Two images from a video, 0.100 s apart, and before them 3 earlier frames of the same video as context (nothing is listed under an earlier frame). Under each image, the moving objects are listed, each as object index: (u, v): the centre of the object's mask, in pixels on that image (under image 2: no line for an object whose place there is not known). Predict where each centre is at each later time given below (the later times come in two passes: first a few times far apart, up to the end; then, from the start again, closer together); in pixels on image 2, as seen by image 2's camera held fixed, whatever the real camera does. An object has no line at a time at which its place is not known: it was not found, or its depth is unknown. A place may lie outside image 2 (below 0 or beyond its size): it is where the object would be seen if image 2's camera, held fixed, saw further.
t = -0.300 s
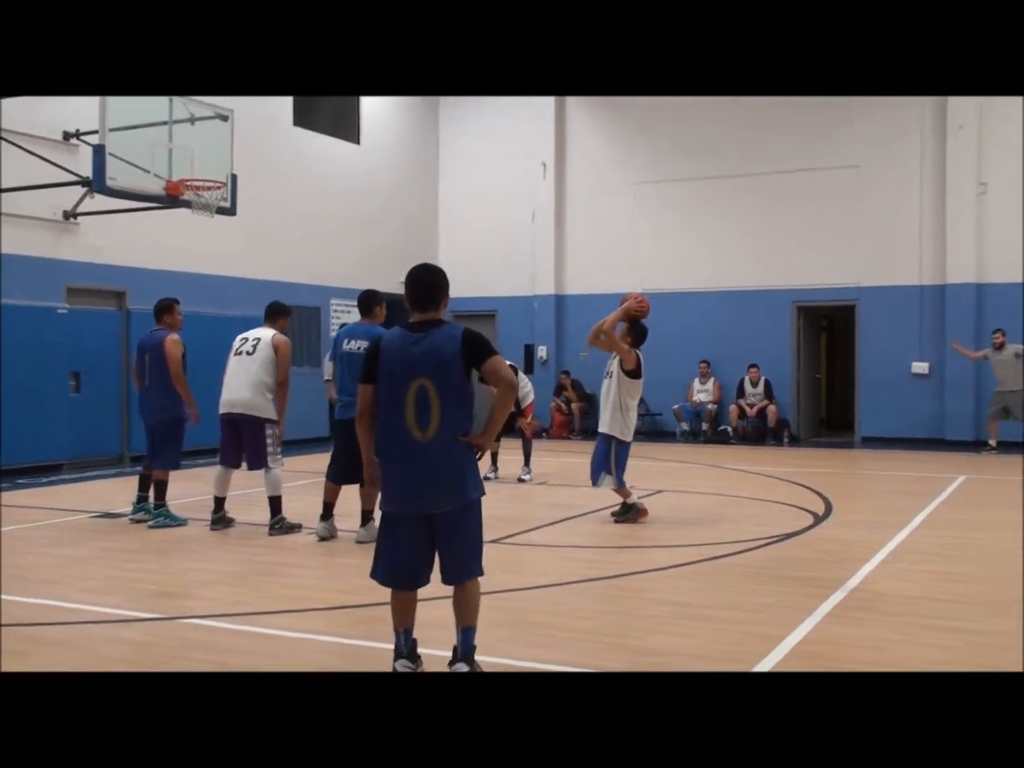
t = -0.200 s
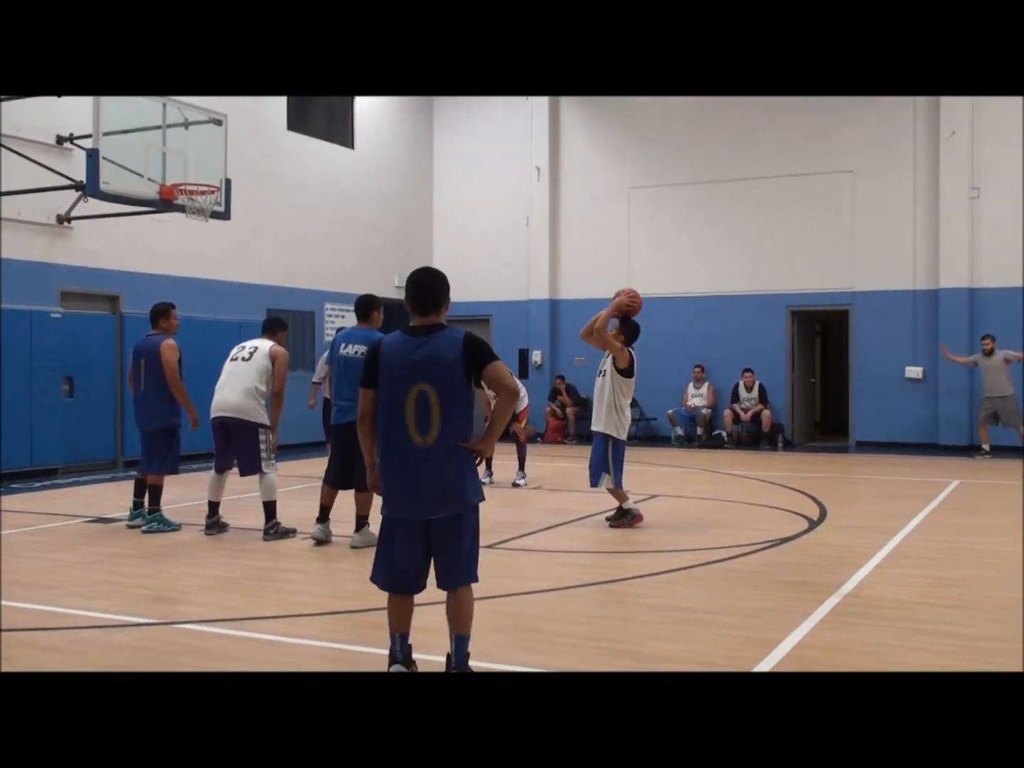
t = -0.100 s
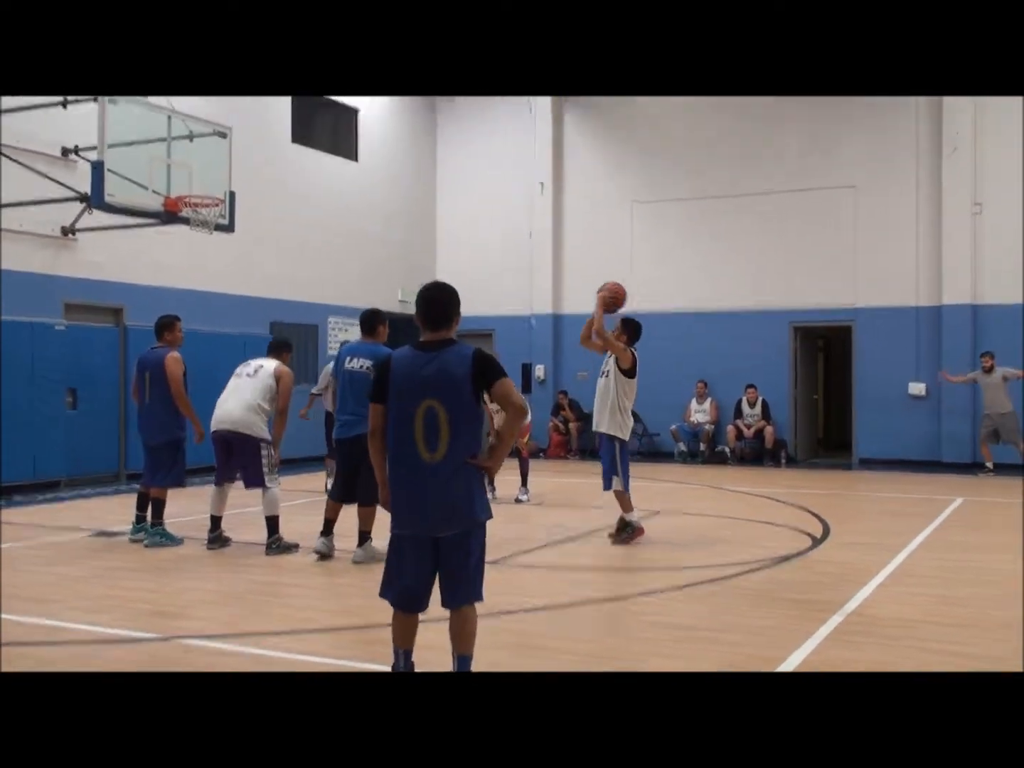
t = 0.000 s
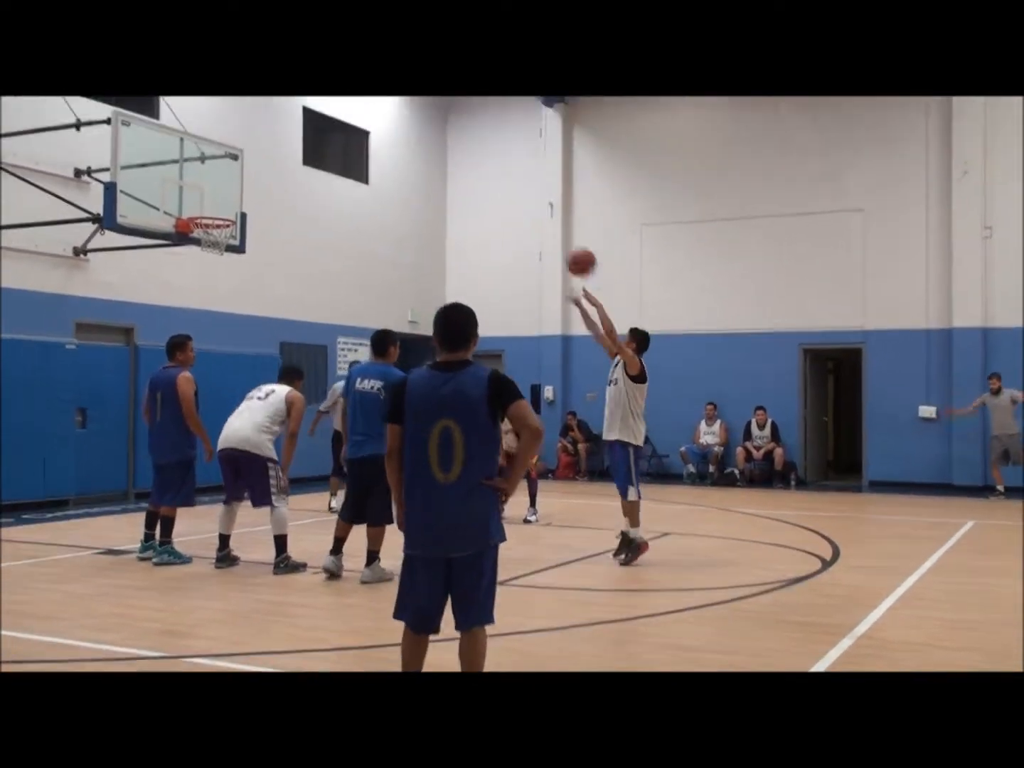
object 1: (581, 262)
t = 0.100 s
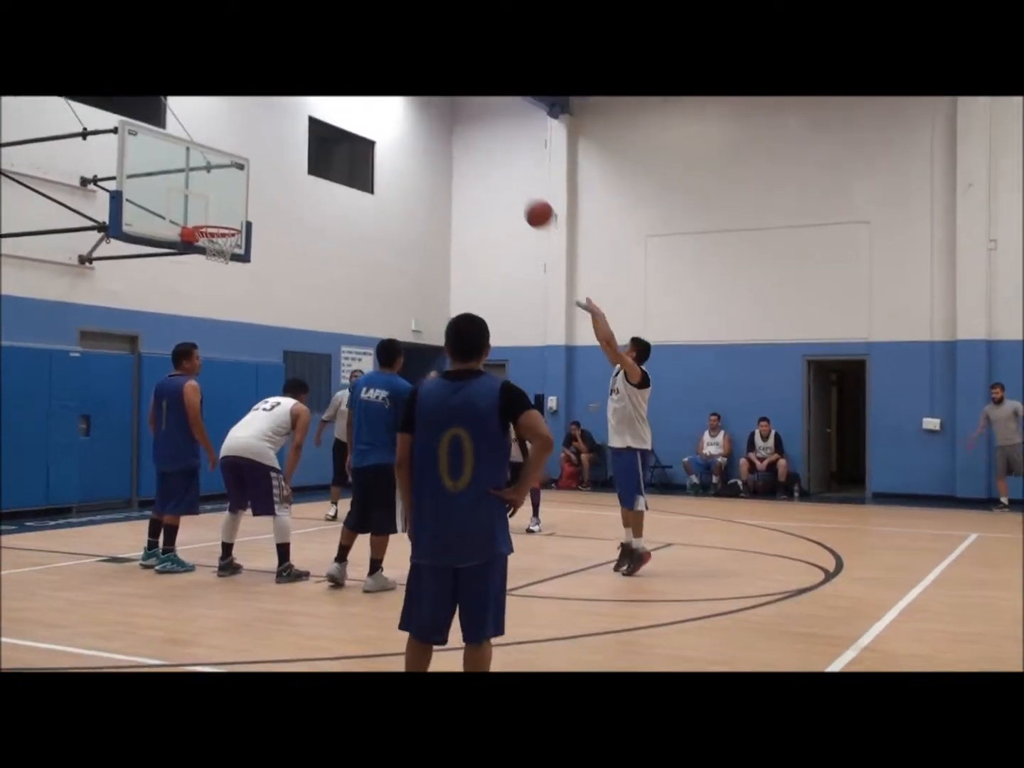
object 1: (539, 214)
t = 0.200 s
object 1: (494, 170)
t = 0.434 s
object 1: (402, 115)
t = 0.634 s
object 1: (329, 116)
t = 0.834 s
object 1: (262, 158)
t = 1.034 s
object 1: (210, 230)
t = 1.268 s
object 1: (239, 278)
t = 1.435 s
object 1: (254, 322)
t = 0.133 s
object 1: (524, 198)
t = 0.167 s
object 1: (509, 183)
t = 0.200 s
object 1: (494, 170)
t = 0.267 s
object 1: (467, 148)
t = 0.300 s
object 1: (453, 139)
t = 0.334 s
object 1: (439, 130)
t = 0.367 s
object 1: (427, 124)
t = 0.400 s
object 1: (414, 119)
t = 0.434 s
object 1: (402, 115)
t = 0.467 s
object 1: (389, 112)
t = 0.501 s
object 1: (376, 111)
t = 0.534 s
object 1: (364, 111)
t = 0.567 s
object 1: (352, 111)
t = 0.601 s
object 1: (340, 113)
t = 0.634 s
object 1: (329, 116)
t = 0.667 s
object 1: (318, 120)
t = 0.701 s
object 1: (307, 126)
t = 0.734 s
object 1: (295, 132)
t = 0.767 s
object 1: (284, 140)
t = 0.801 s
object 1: (273, 148)
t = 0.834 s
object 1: (262, 158)
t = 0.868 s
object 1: (252, 168)
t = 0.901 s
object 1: (241, 180)
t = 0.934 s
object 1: (231, 192)
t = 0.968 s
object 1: (220, 206)
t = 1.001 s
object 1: (210, 217)
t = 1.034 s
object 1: (210, 230)
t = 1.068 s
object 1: (217, 242)
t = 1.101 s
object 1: (221, 256)
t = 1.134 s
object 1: (227, 261)
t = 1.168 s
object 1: (230, 264)
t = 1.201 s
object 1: (233, 267)
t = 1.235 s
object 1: (236, 272)
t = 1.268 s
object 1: (239, 278)
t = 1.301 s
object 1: (242, 284)
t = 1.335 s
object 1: (245, 292)
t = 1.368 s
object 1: (248, 301)
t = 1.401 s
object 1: (250, 311)
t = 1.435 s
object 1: (254, 322)
